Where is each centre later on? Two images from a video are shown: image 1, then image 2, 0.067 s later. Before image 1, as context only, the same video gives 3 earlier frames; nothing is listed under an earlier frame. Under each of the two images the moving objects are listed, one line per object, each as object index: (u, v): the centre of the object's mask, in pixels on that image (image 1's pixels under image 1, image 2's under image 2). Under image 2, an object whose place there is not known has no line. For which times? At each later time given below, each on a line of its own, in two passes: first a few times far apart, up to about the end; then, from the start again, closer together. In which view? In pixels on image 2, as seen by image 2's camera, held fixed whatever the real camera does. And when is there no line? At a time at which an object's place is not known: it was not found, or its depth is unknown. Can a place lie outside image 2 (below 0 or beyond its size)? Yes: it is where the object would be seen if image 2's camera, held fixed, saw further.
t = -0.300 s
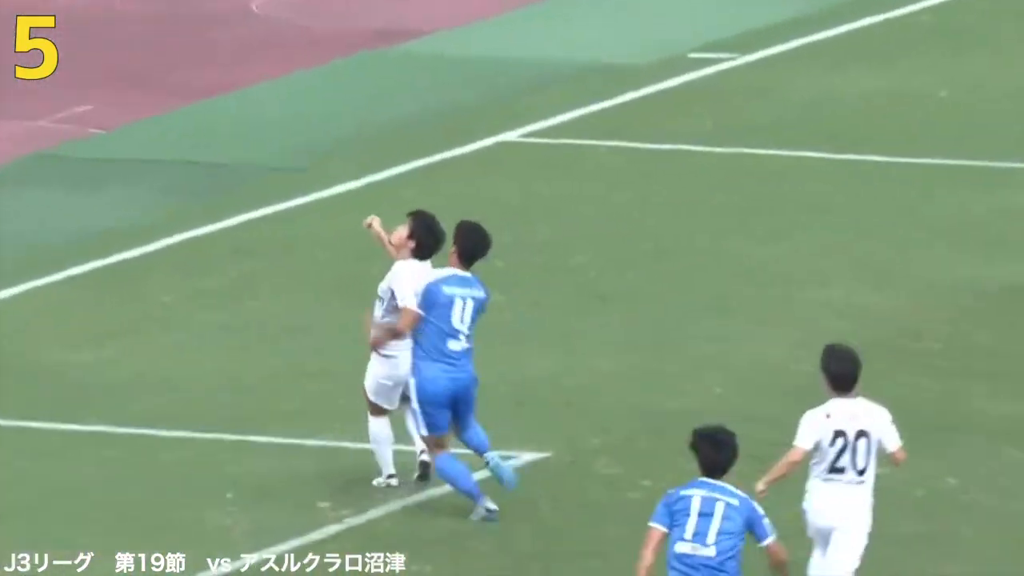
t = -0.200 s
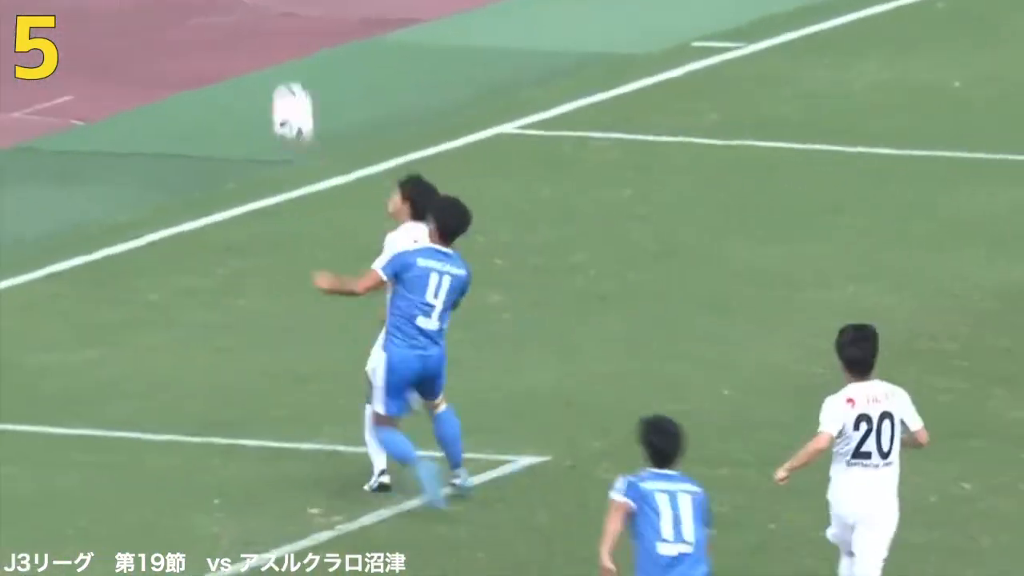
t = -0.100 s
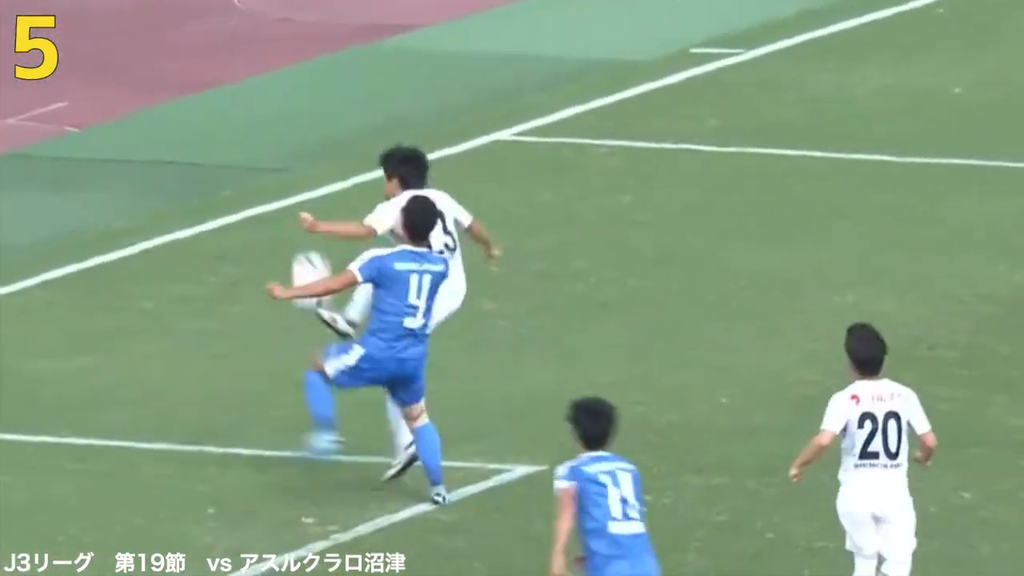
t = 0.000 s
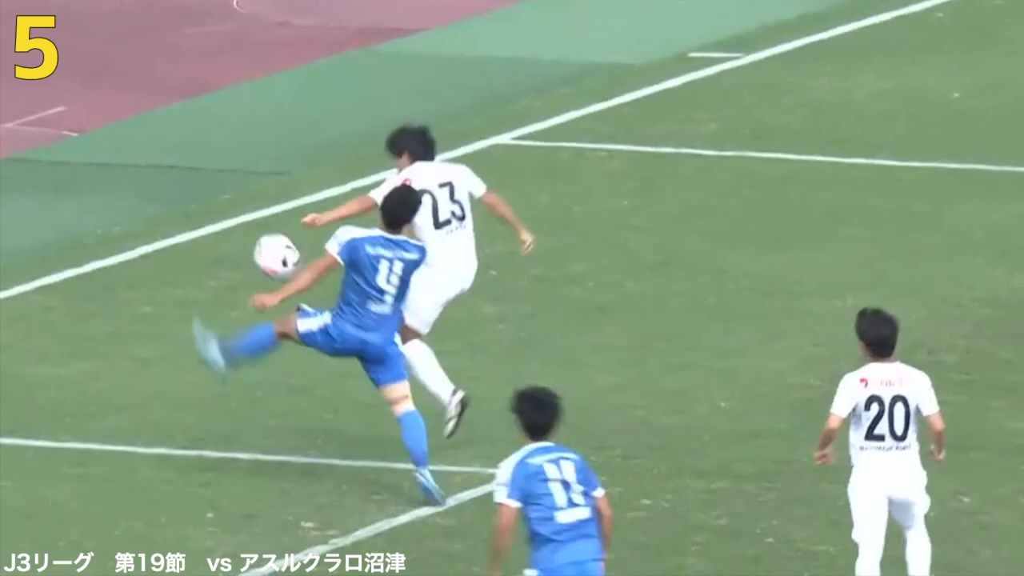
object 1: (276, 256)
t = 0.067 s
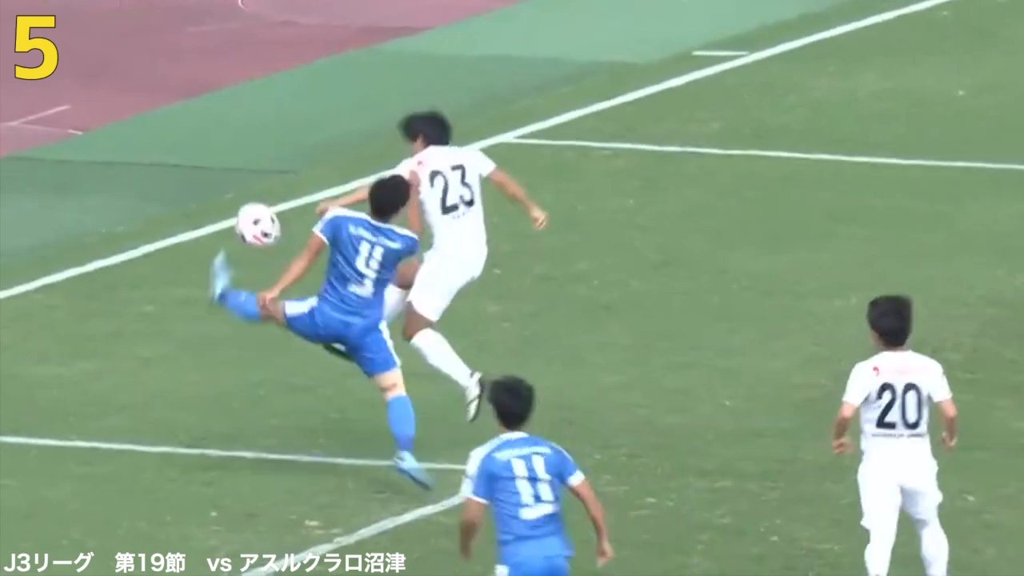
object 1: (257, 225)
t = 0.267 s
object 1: (177, 161)
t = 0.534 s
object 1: (83, 153)
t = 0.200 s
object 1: (208, 180)
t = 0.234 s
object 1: (193, 169)
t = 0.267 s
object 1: (177, 161)
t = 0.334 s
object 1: (153, 152)
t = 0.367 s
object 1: (144, 149)
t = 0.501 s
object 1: (89, 151)
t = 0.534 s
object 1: (83, 153)
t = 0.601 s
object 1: (53, 166)
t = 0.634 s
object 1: (43, 171)
